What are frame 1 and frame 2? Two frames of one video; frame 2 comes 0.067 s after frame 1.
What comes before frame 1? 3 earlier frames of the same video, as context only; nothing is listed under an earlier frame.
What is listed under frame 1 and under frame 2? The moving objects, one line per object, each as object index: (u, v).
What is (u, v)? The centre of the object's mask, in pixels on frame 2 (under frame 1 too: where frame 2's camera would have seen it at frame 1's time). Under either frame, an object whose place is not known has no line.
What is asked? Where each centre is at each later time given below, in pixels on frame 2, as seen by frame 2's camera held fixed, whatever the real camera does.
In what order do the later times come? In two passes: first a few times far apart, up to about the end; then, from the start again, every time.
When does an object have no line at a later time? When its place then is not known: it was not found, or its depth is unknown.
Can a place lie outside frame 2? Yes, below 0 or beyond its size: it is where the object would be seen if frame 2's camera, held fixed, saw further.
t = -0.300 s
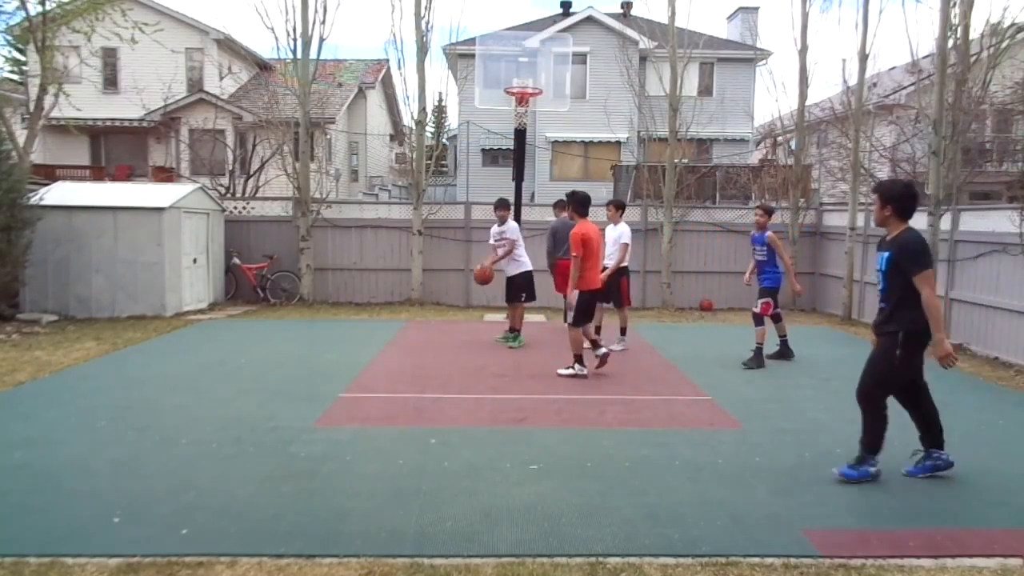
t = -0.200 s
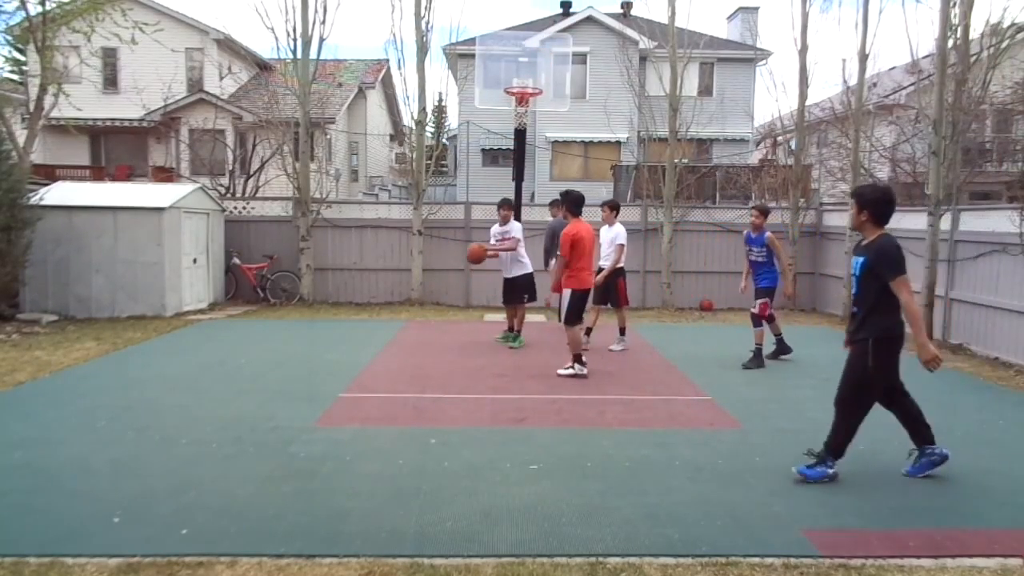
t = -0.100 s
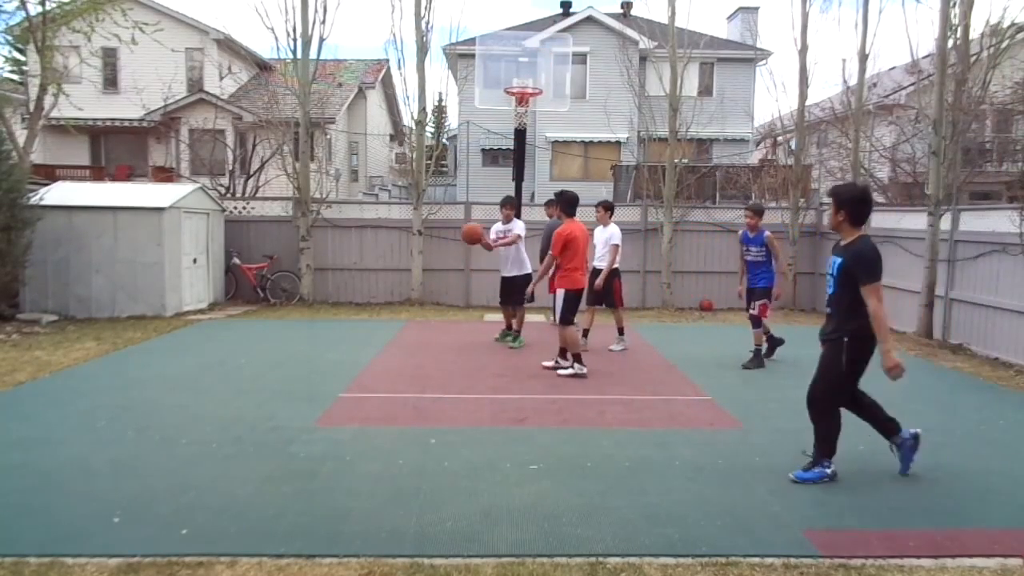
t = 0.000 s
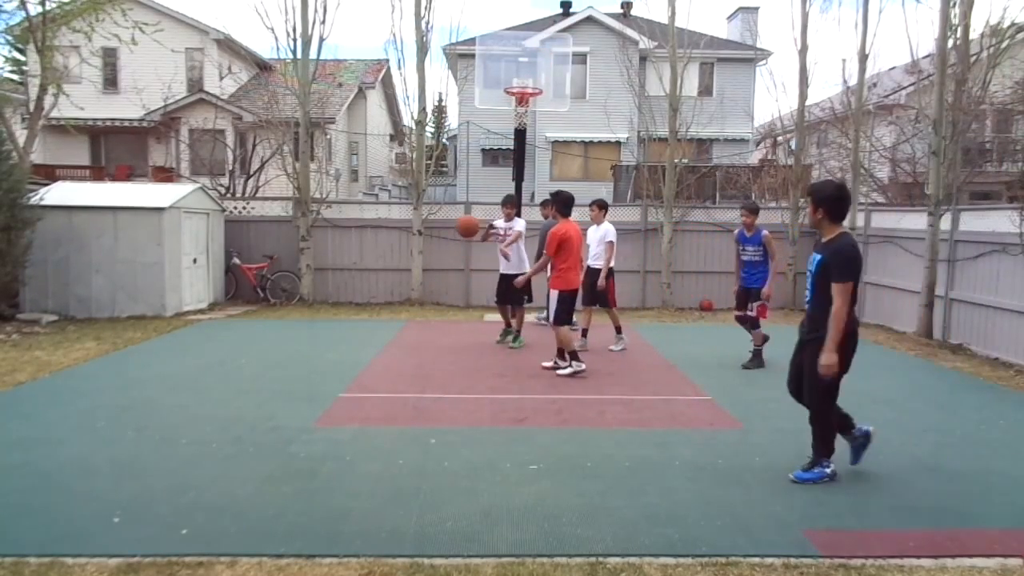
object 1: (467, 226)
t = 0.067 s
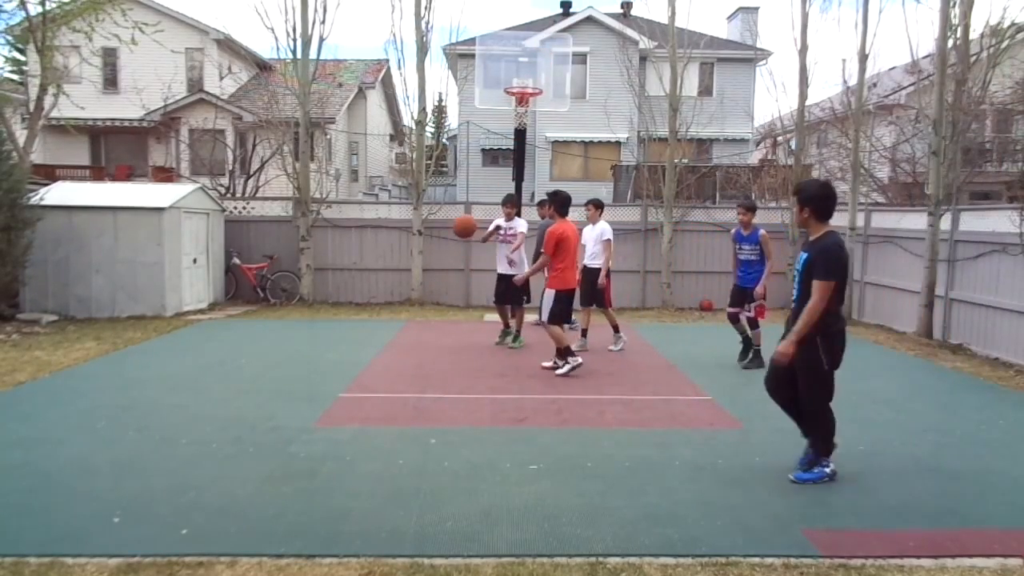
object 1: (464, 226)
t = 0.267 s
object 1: (452, 255)
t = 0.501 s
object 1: (433, 364)
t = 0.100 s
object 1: (462, 228)
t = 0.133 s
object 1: (460, 230)
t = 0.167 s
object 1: (459, 235)
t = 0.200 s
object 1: (457, 240)
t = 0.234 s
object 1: (454, 247)
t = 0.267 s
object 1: (452, 255)
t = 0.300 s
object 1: (450, 265)
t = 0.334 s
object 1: (447, 276)
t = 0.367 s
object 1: (444, 290)
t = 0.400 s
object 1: (442, 304)
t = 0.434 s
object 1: (439, 321)
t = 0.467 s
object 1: (436, 341)
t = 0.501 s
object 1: (433, 364)
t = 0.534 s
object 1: (430, 385)
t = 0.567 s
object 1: (430, 390)
